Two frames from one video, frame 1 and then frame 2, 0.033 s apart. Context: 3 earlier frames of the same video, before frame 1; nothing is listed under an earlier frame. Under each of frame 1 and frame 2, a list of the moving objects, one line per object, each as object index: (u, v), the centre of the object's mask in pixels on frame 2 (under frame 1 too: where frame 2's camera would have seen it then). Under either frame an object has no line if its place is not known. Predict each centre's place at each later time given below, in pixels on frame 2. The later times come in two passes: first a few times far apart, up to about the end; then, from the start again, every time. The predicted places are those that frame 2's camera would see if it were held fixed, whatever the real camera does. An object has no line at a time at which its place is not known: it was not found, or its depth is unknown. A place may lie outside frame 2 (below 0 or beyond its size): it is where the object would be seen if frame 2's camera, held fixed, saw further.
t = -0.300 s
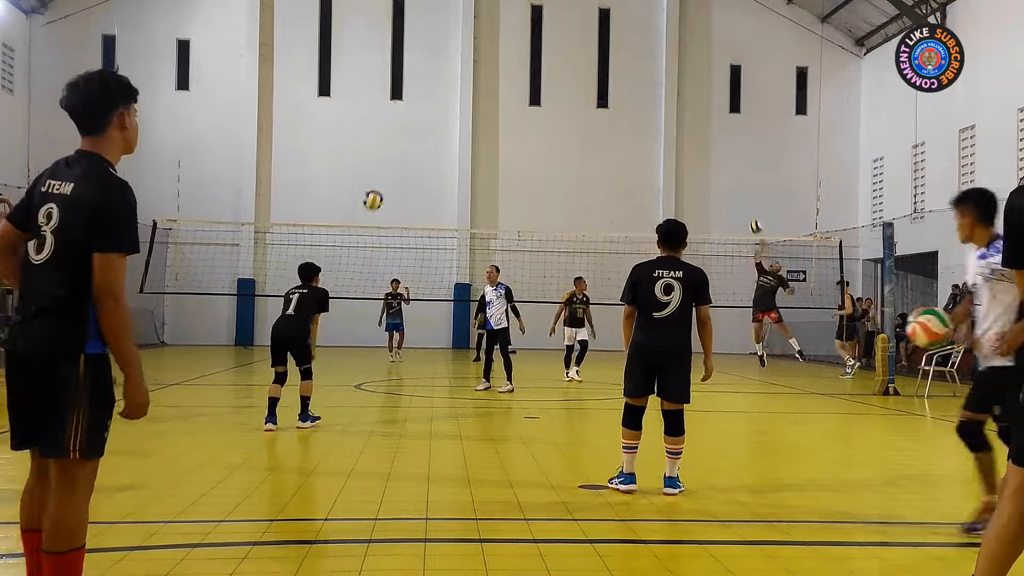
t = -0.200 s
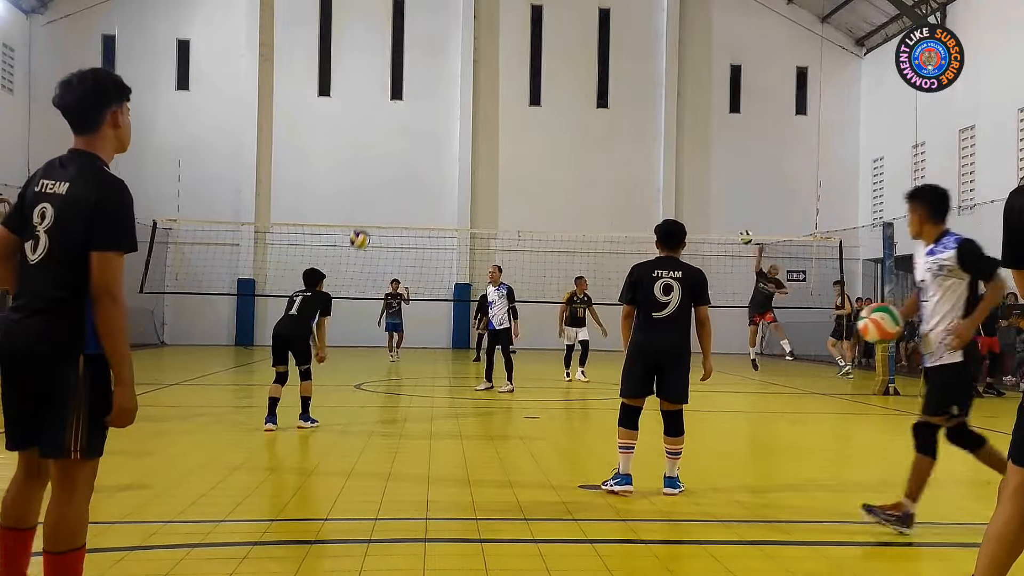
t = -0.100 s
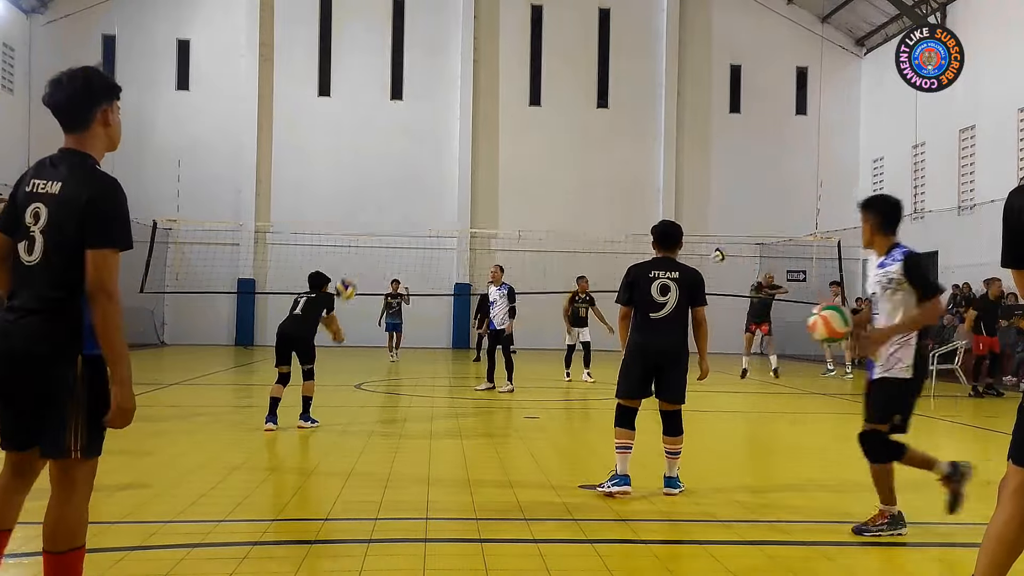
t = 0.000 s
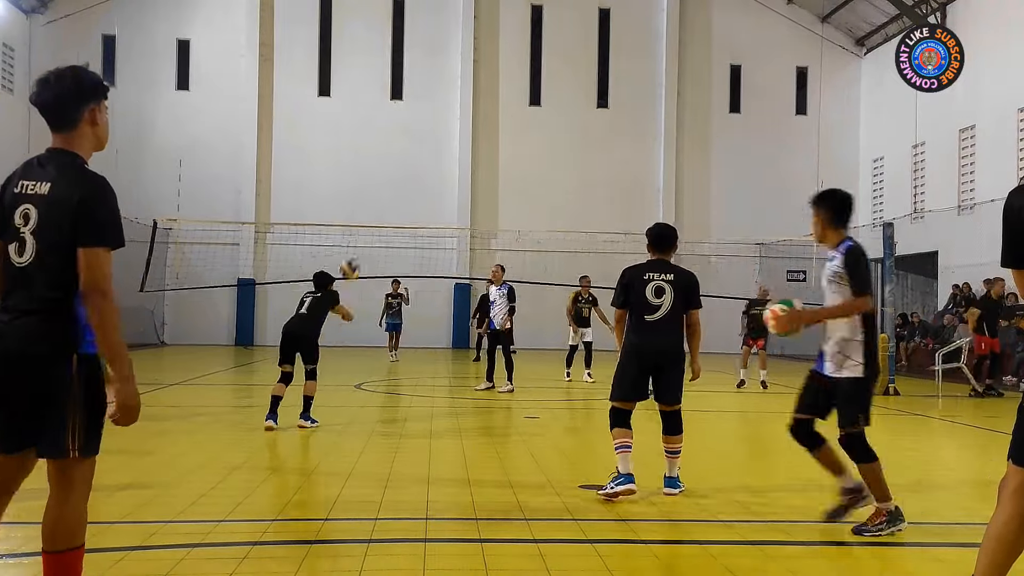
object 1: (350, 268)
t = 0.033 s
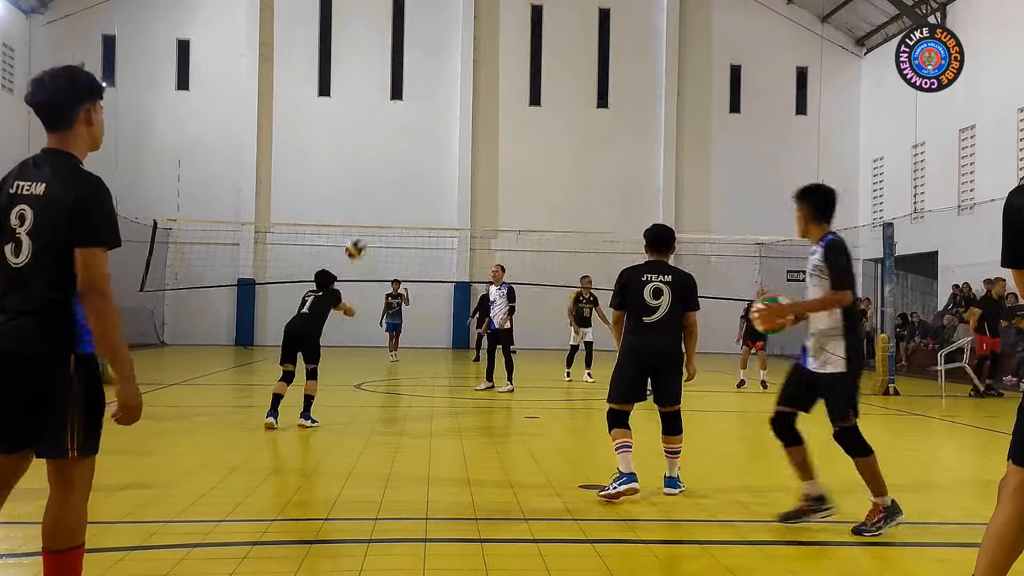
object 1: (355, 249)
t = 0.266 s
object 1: (388, 149)
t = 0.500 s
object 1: (415, 109)
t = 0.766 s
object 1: (442, 122)
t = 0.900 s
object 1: (452, 147)
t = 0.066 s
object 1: (360, 231)
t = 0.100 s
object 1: (365, 214)
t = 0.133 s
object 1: (370, 198)
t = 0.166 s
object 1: (375, 185)
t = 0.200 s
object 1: (381, 172)
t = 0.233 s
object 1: (384, 159)
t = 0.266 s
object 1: (388, 149)
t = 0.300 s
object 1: (392, 140)
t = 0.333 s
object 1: (396, 132)
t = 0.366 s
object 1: (400, 126)
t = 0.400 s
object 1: (404, 120)
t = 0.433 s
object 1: (408, 116)
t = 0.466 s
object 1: (412, 112)
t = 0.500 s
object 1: (415, 109)
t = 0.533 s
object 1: (419, 108)
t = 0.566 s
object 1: (423, 107)
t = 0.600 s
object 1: (426, 107)
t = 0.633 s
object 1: (429, 109)
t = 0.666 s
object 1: (433, 111)
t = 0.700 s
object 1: (435, 113)
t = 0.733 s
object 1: (438, 117)
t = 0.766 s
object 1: (442, 122)
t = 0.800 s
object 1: (444, 127)
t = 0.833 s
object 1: (447, 133)
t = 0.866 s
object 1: (450, 140)
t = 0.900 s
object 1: (452, 147)
